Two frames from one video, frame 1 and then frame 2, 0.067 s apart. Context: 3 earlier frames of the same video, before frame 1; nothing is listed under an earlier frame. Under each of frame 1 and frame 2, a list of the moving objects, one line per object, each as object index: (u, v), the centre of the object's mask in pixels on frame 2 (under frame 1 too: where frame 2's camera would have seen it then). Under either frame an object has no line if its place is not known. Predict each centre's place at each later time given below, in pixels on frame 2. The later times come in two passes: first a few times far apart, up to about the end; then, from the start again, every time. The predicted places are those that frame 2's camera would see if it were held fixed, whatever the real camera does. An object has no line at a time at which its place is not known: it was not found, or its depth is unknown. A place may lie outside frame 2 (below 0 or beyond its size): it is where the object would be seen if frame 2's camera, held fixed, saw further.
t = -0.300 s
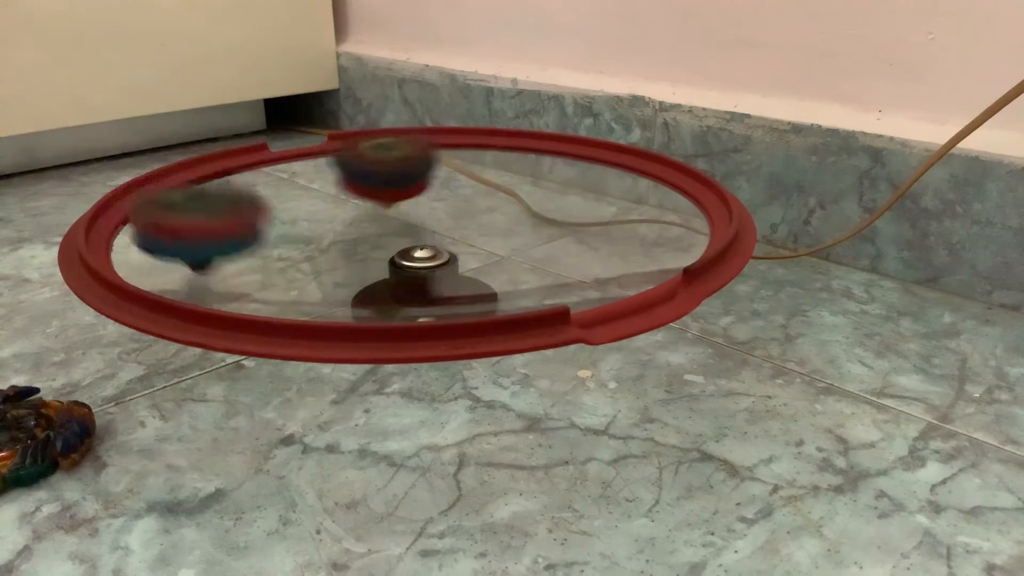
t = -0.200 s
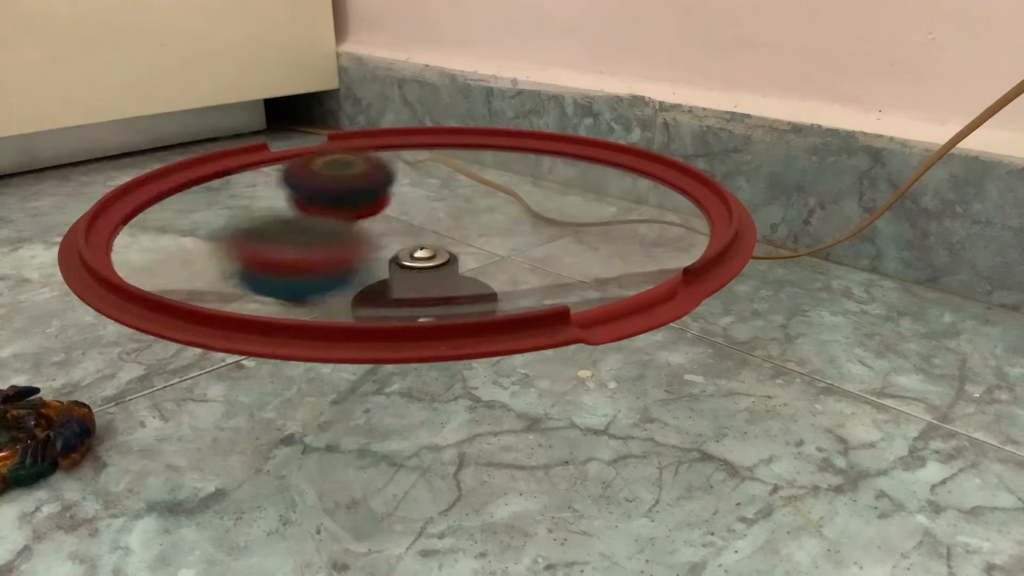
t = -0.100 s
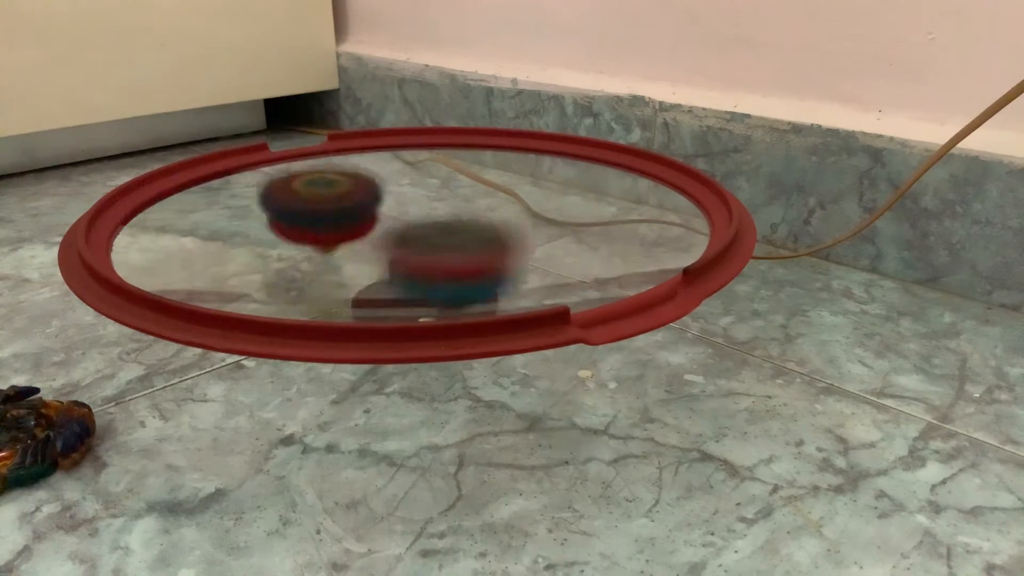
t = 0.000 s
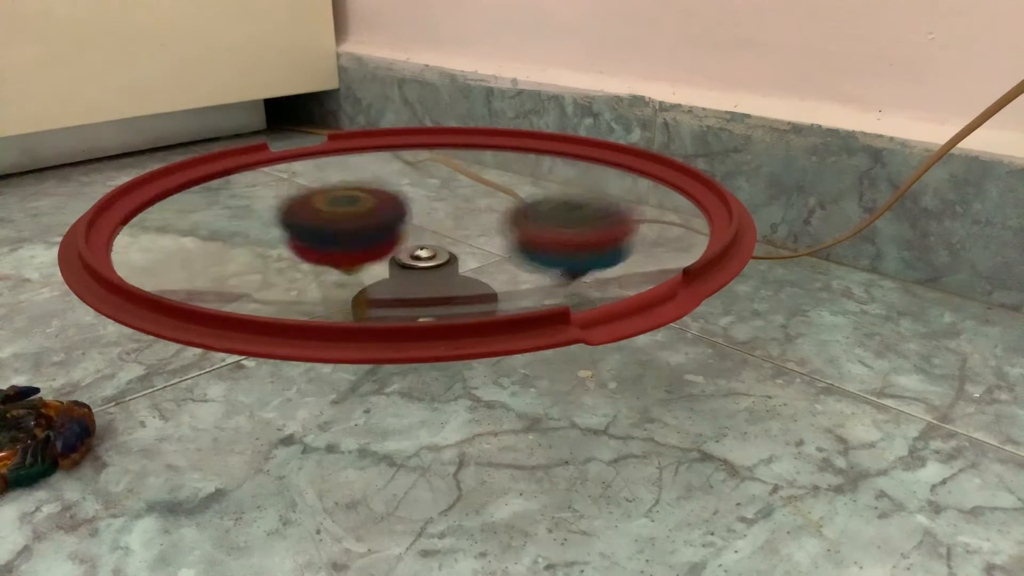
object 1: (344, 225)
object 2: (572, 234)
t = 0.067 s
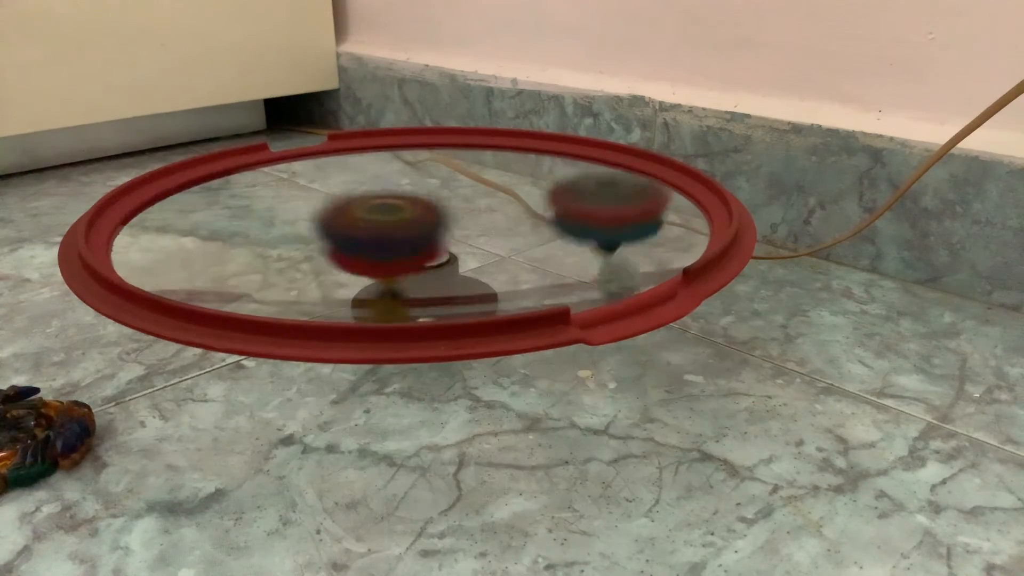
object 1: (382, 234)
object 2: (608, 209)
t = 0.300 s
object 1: (537, 216)
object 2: (518, 147)
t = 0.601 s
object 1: (479, 187)
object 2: (273, 172)
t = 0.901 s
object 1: (373, 199)
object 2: (394, 261)
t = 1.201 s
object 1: (417, 228)
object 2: (621, 190)
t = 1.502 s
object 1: (456, 221)
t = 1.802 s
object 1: (457, 218)
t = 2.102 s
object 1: (458, 200)
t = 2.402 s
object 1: (421, 185)
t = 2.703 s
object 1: (346, 189)
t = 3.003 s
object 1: (156, 183)
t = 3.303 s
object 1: (482, 238)
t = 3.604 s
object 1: (508, 221)
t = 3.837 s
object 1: (607, 206)
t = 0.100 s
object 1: (405, 237)
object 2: (613, 197)
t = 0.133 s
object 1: (429, 237)
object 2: (612, 185)
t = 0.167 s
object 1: (453, 235)
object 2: (603, 174)
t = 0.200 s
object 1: (479, 232)
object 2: (588, 165)
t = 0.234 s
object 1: (504, 228)
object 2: (567, 157)
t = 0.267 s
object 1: (522, 223)
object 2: (543, 150)
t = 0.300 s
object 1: (537, 216)
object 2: (518, 147)
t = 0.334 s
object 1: (545, 210)
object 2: (490, 143)
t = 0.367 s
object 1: (549, 205)
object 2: (461, 141)
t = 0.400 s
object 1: (548, 199)
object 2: (430, 141)
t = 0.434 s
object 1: (542, 195)
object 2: (400, 142)
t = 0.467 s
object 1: (533, 191)
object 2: (371, 148)
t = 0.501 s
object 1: (521, 189)
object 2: (343, 150)
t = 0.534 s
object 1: (508, 188)
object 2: (316, 156)
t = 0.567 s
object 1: (493, 187)
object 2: (291, 166)
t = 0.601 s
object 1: (479, 187)
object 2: (273, 172)
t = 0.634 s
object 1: (464, 188)
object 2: (257, 186)
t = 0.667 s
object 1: (449, 189)
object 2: (248, 197)
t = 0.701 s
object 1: (434, 191)
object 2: (244, 209)
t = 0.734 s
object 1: (420, 193)
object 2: (249, 220)
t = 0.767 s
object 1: (408, 195)
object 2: (262, 233)
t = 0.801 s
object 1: (396, 198)
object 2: (283, 242)
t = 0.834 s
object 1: (390, 198)
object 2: (313, 252)
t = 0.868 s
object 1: (382, 196)
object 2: (353, 259)
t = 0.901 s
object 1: (373, 199)
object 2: (394, 261)
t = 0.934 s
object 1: (368, 206)
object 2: (435, 261)
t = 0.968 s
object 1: (371, 215)
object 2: (481, 256)
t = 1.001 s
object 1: (375, 218)
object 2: (522, 249)
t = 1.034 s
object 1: (379, 221)
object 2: (556, 241)
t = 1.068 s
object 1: (386, 223)
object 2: (585, 231)
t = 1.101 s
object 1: (393, 225)
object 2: (605, 221)
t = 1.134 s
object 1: (401, 226)
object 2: (618, 210)
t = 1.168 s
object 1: (409, 227)
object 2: (622, 200)
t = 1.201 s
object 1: (417, 228)
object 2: (621, 190)
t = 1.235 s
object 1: (424, 229)
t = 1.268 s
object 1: (432, 229)
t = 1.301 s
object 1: (438, 228)
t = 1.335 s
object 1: (444, 228)
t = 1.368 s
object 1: (449, 226)
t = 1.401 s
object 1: (452, 225)
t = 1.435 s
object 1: (455, 224)
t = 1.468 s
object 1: (456, 223)
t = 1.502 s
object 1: (456, 221)
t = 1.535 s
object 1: (454, 220)
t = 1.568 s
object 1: (453, 217)
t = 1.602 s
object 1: (455, 217)
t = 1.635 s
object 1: (455, 217)
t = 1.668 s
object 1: (455, 217)
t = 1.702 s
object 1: (453, 217)
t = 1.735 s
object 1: (454, 217)
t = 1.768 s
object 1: (456, 218)
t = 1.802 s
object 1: (457, 218)
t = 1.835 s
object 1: (456, 218)
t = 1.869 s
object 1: (454, 217)
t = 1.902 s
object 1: (454, 217)
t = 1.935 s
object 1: (457, 217)
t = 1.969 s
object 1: (457, 217)
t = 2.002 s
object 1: (460, 215)
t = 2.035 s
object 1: (461, 210)
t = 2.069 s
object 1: (462, 205)
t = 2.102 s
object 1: (458, 200)
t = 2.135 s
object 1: (455, 201)
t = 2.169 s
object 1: (452, 203)
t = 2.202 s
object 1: (452, 207)
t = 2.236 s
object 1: (453, 209)
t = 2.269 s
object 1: (454, 209)
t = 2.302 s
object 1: (450, 203)
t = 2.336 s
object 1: (441, 196)
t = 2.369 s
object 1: (431, 189)
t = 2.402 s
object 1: (421, 185)
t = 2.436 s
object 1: (411, 181)
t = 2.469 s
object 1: (402, 179)
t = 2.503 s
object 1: (391, 177)
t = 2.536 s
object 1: (378, 176)
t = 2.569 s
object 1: (368, 177)
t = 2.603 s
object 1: (360, 180)
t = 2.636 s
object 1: (355, 183)
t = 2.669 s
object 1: (349, 186)
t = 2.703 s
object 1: (346, 189)
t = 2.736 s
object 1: (343, 192)
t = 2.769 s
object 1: (298, 186)
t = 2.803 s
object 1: (243, 174)
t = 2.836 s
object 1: (202, 165)
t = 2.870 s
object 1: (167, 154)
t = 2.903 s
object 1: (148, 148)
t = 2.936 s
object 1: (140, 156)
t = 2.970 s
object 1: (143, 169)
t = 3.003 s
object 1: (156, 183)
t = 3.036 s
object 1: (178, 199)
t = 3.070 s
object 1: (207, 214)
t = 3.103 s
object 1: (243, 223)
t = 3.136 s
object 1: (287, 234)
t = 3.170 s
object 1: (325, 238)
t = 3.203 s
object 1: (375, 241)
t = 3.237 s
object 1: (414, 242)
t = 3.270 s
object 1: (456, 239)
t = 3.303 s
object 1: (482, 238)
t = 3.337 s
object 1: (489, 241)
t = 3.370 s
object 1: (493, 242)
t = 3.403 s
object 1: (496, 242)
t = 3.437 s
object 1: (499, 241)
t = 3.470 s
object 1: (501, 238)
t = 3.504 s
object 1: (502, 235)
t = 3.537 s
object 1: (504, 231)
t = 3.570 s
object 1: (506, 226)
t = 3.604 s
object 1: (508, 221)
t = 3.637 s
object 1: (508, 215)
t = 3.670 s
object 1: (510, 210)
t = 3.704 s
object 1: (537, 209)
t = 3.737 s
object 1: (561, 210)
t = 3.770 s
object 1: (581, 209)
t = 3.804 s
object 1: (596, 207)
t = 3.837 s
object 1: (607, 206)
